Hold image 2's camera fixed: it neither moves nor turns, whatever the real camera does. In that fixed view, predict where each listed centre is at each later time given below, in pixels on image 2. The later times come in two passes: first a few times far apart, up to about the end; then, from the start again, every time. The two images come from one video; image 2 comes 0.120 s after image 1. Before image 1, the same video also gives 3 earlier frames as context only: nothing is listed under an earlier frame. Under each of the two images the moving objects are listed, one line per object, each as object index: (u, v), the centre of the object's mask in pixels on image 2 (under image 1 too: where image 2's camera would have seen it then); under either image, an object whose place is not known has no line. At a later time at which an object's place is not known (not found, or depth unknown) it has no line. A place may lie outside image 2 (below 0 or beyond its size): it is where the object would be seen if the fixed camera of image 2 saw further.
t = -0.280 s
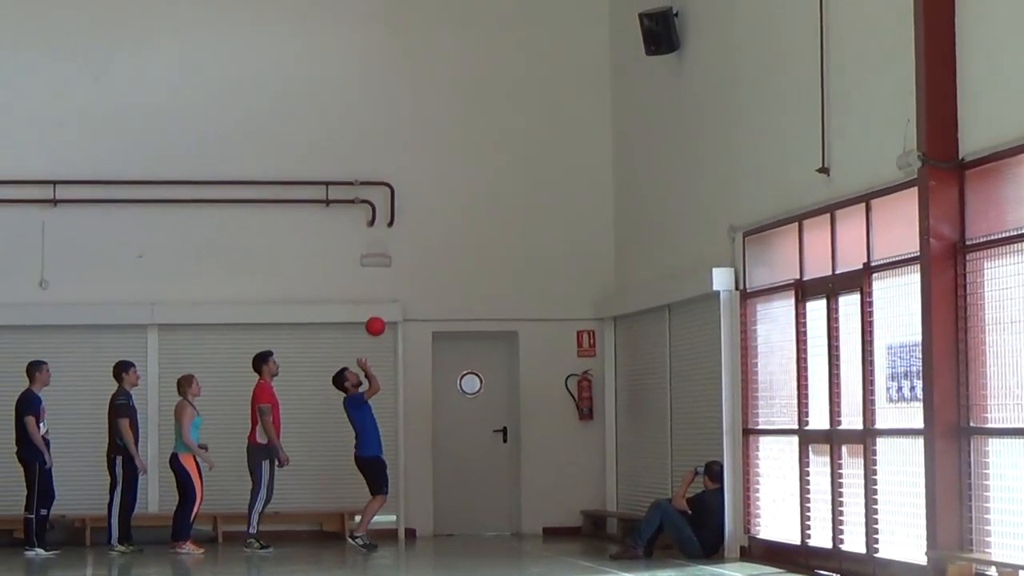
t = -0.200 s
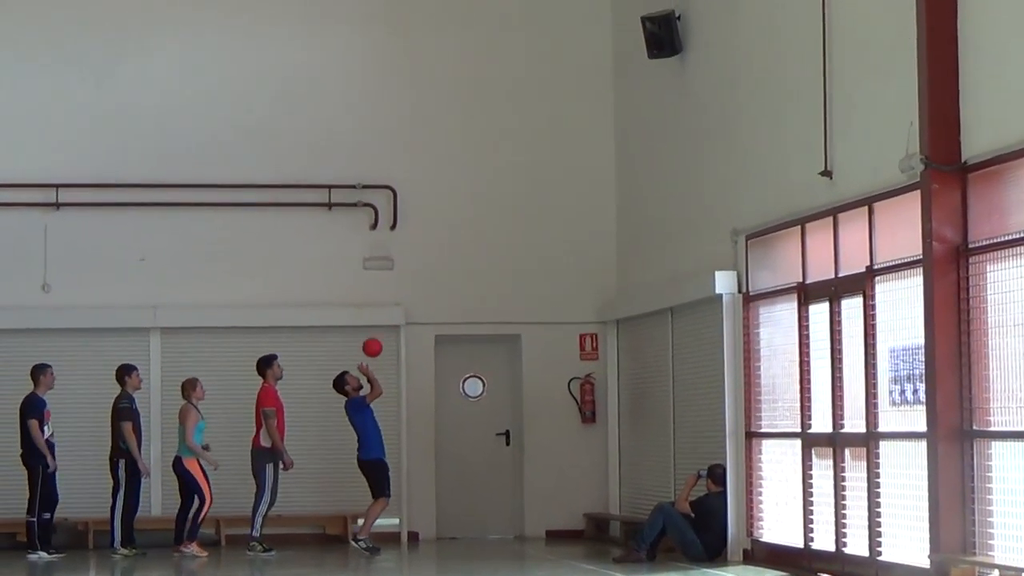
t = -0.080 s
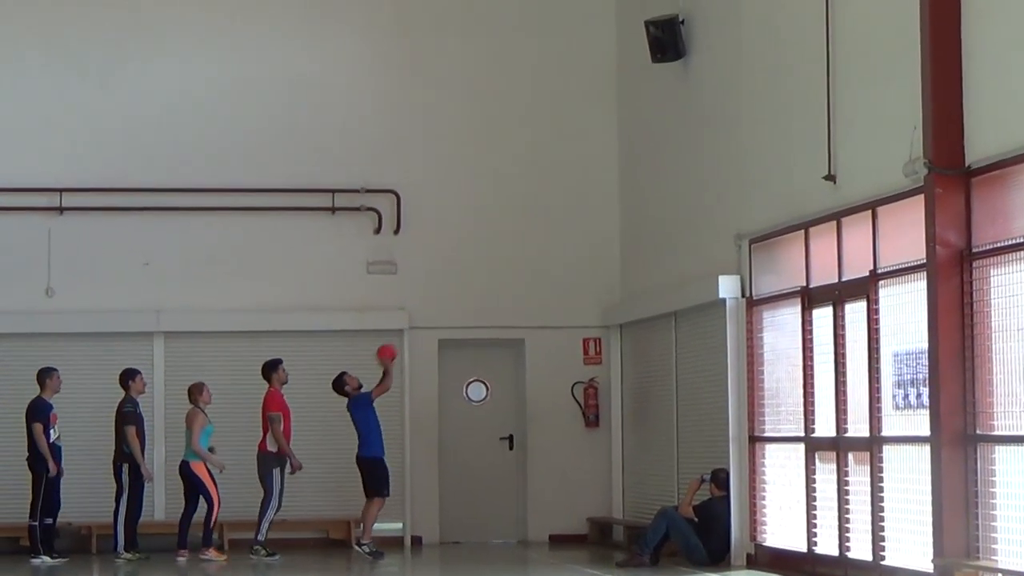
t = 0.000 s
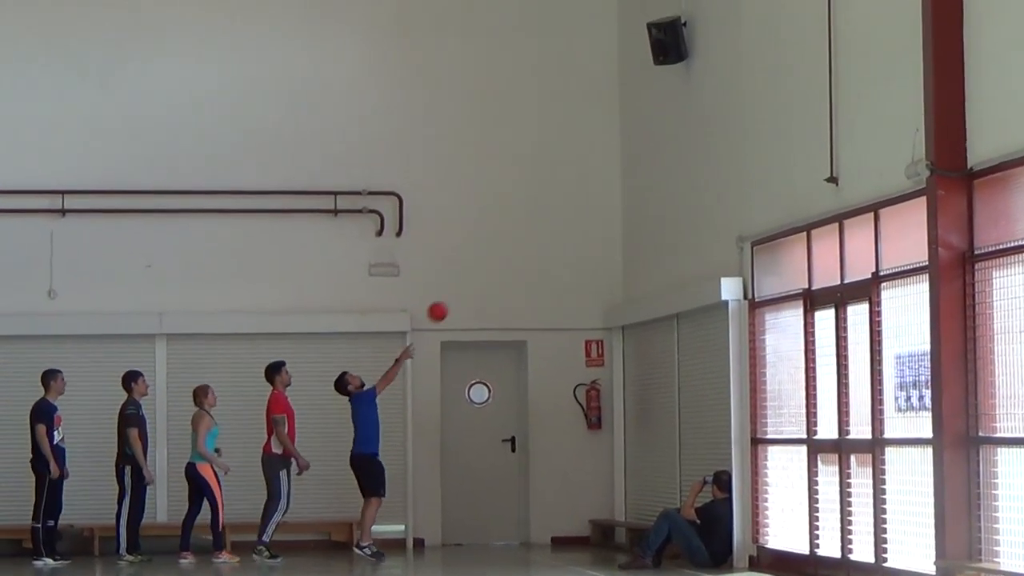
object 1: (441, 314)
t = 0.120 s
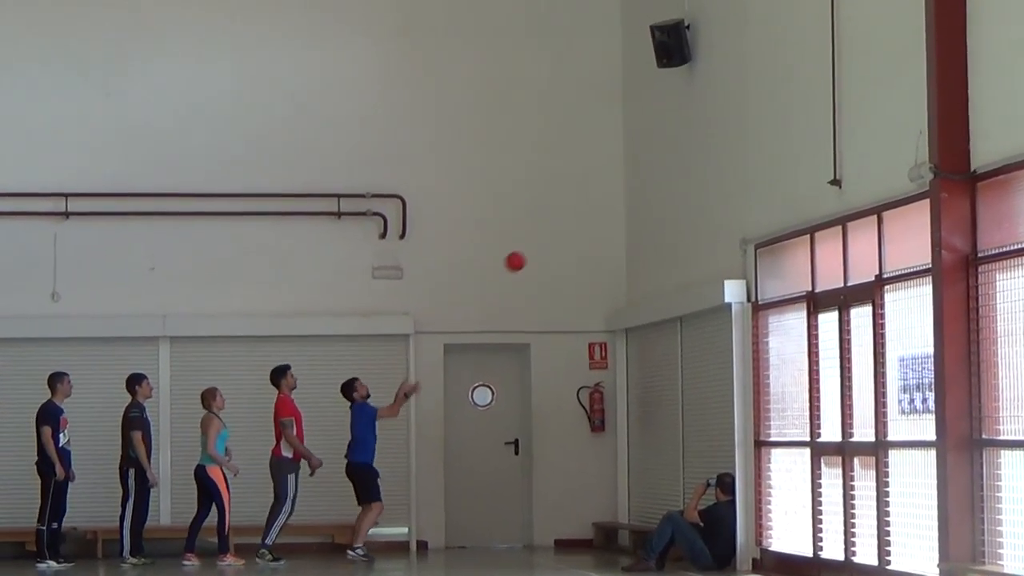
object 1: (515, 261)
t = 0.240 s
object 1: (588, 224)
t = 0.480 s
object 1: (634, 198)
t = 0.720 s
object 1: (517, 230)
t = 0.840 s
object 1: (459, 270)
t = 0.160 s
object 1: (540, 247)
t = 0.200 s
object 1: (564, 235)
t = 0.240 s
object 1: (588, 224)
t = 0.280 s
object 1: (612, 215)
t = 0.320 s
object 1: (636, 208)
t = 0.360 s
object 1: (660, 203)
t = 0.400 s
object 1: (673, 200)
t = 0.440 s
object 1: (653, 198)
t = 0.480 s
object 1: (634, 198)
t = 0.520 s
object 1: (615, 199)
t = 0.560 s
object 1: (595, 202)
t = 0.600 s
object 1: (576, 206)
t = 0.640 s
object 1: (556, 212)
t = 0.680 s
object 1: (537, 220)
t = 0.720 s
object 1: (517, 230)
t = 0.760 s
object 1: (498, 242)
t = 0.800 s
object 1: (478, 255)
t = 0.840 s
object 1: (459, 270)
